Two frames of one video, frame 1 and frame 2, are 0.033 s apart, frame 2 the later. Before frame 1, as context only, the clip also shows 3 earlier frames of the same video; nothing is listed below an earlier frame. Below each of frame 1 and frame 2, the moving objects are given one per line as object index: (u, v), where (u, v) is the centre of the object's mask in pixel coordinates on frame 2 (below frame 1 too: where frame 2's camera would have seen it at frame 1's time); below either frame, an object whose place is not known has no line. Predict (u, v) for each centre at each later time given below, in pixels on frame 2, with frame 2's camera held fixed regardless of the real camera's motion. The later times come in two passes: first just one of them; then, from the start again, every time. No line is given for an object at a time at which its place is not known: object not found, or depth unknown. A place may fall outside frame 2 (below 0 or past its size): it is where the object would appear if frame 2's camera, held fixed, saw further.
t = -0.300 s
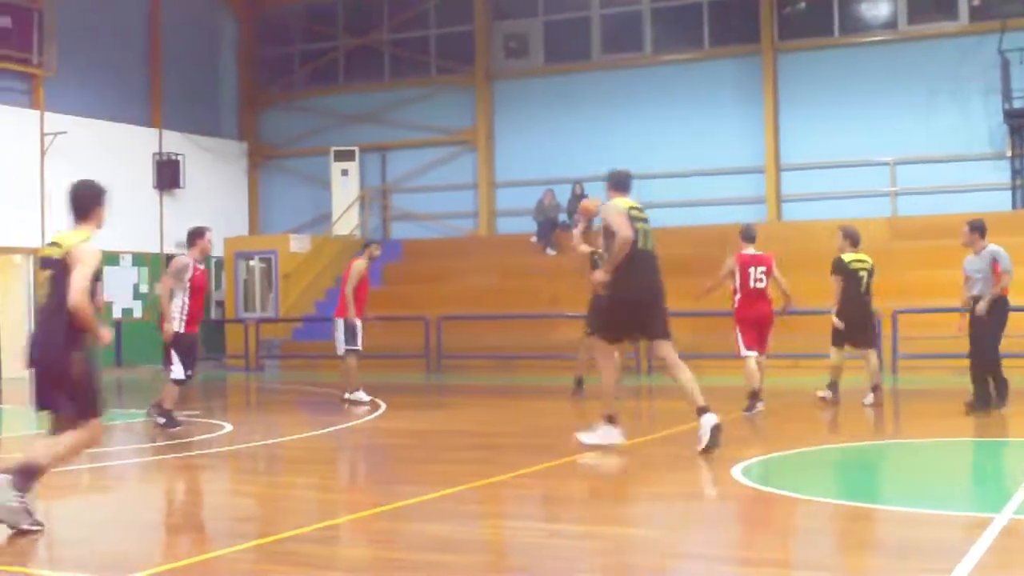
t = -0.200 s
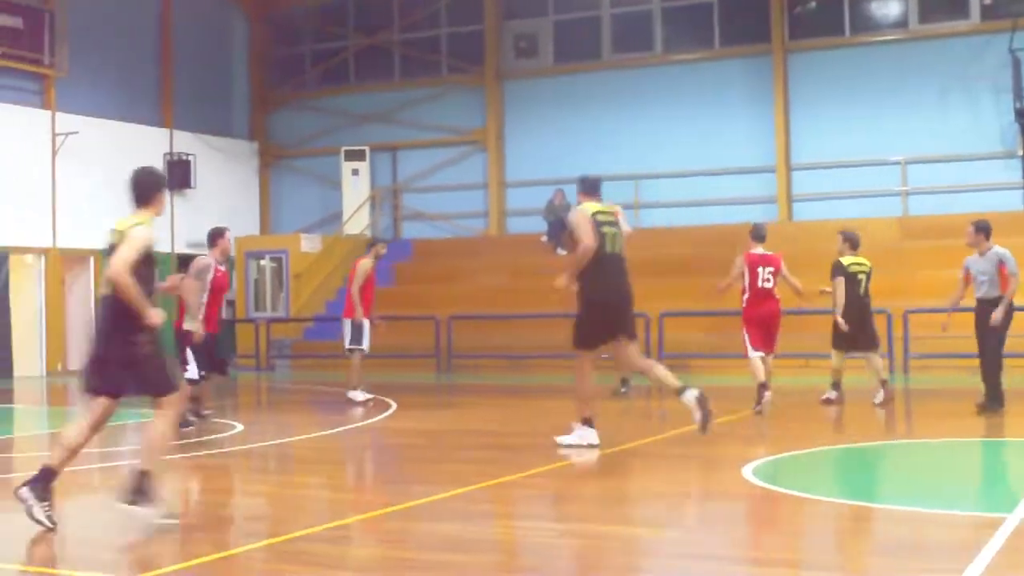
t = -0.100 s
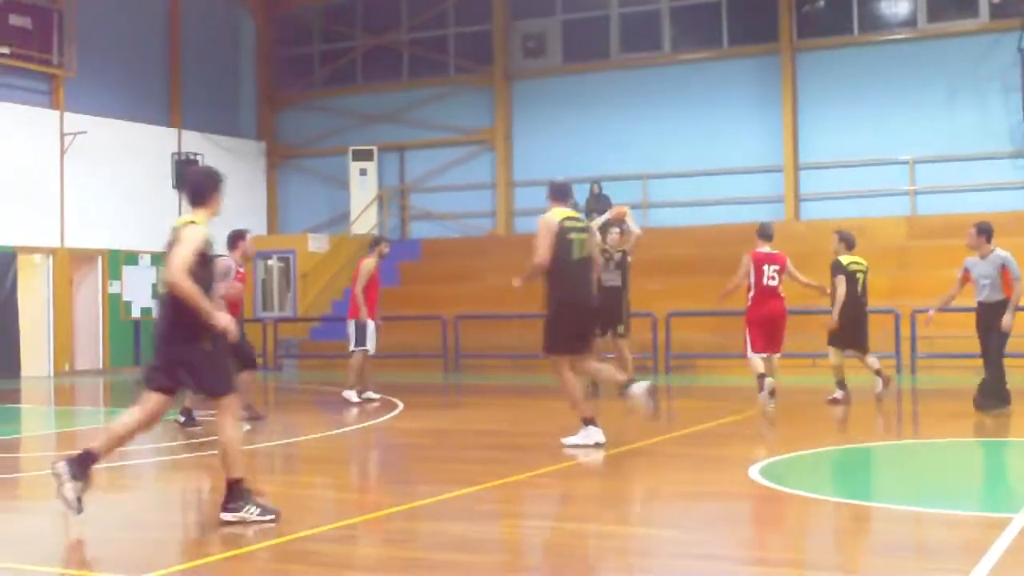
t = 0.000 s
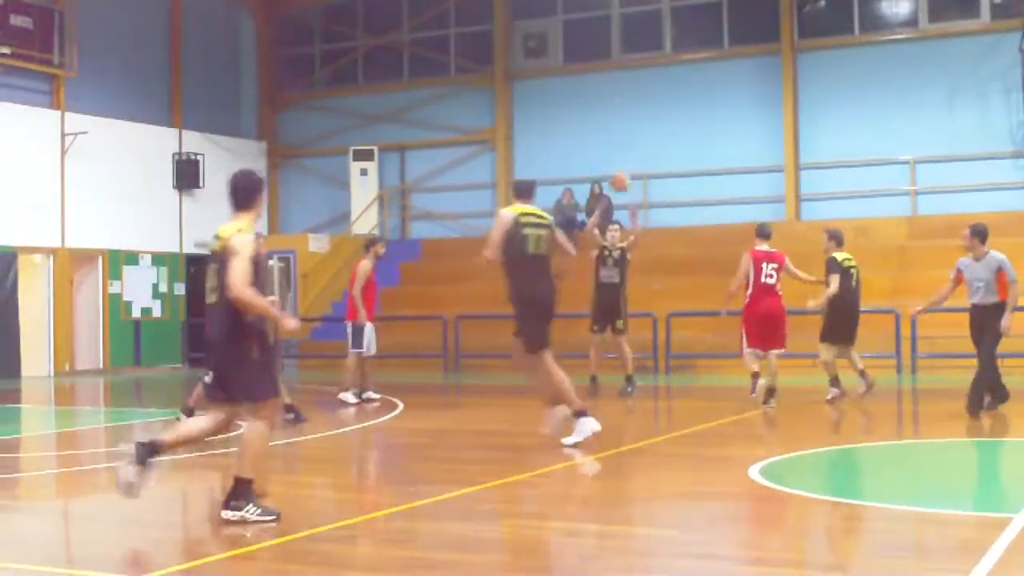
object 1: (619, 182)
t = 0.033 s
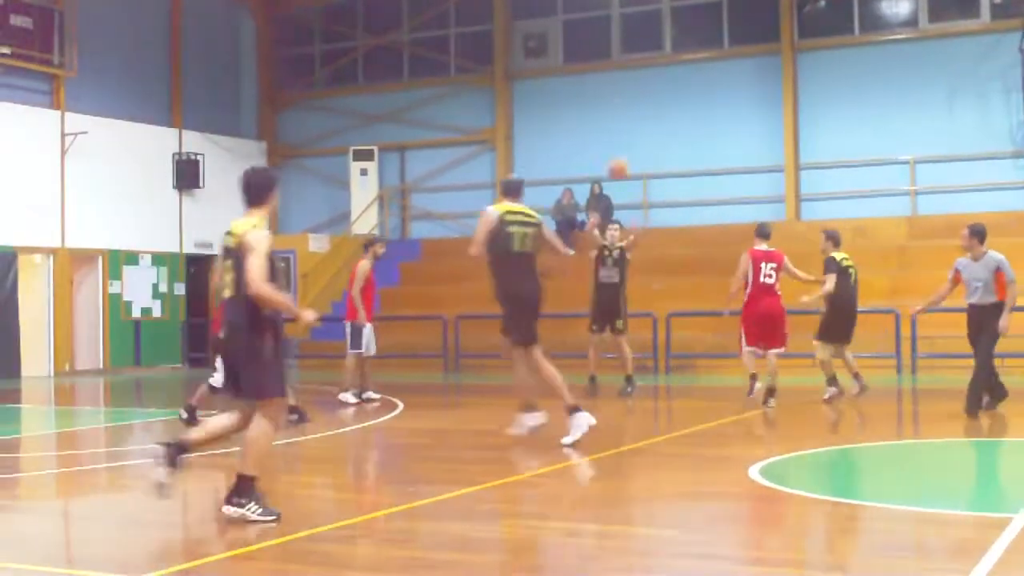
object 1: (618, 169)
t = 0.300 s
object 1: (611, 99)
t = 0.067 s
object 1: (617, 160)
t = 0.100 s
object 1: (616, 147)
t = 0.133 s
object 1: (616, 138)
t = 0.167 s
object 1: (614, 128)
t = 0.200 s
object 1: (613, 119)
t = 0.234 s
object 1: (612, 112)
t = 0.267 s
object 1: (612, 104)
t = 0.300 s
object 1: (611, 99)
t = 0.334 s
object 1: (610, 94)
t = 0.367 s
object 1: (609, 90)
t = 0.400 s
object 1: (607, 88)
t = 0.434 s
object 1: (607, 86)
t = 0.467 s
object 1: (604, 85)
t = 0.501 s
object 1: (603, 85)
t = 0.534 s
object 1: (601, 88)
